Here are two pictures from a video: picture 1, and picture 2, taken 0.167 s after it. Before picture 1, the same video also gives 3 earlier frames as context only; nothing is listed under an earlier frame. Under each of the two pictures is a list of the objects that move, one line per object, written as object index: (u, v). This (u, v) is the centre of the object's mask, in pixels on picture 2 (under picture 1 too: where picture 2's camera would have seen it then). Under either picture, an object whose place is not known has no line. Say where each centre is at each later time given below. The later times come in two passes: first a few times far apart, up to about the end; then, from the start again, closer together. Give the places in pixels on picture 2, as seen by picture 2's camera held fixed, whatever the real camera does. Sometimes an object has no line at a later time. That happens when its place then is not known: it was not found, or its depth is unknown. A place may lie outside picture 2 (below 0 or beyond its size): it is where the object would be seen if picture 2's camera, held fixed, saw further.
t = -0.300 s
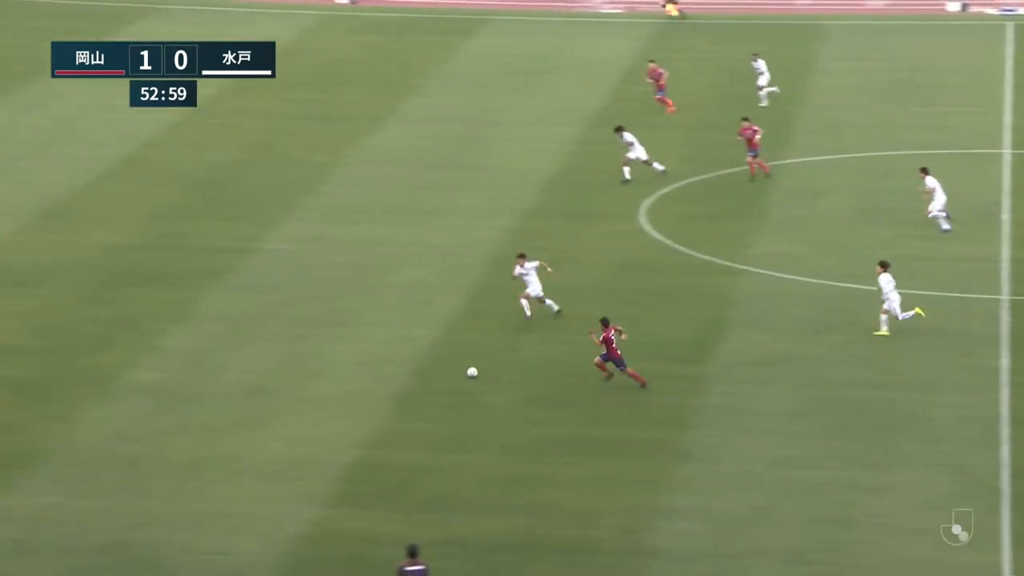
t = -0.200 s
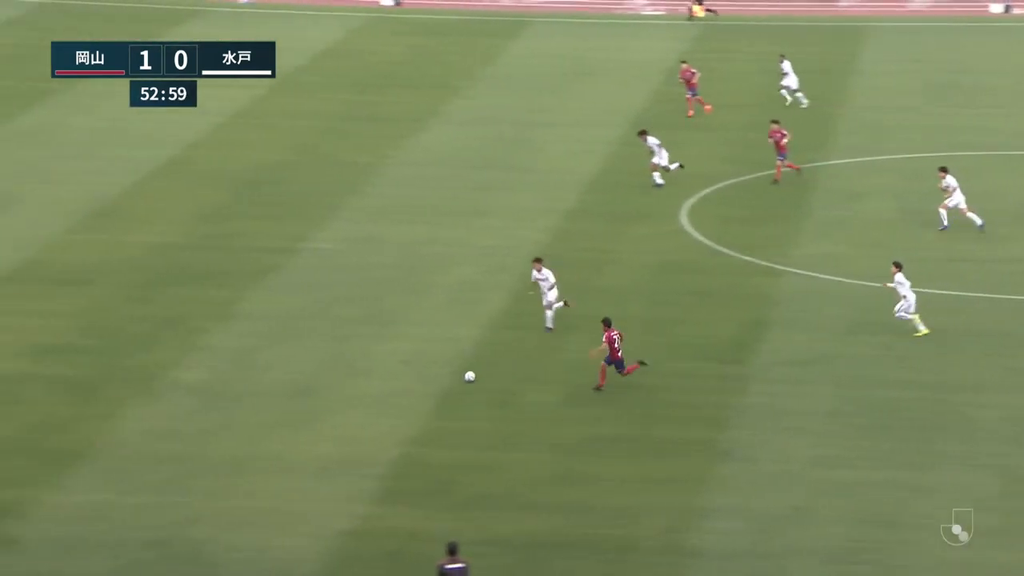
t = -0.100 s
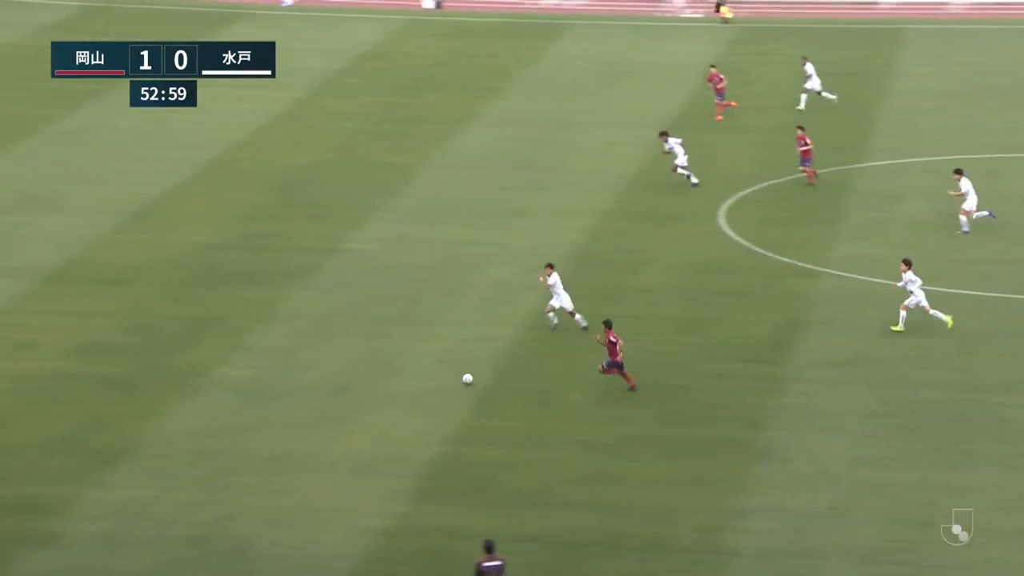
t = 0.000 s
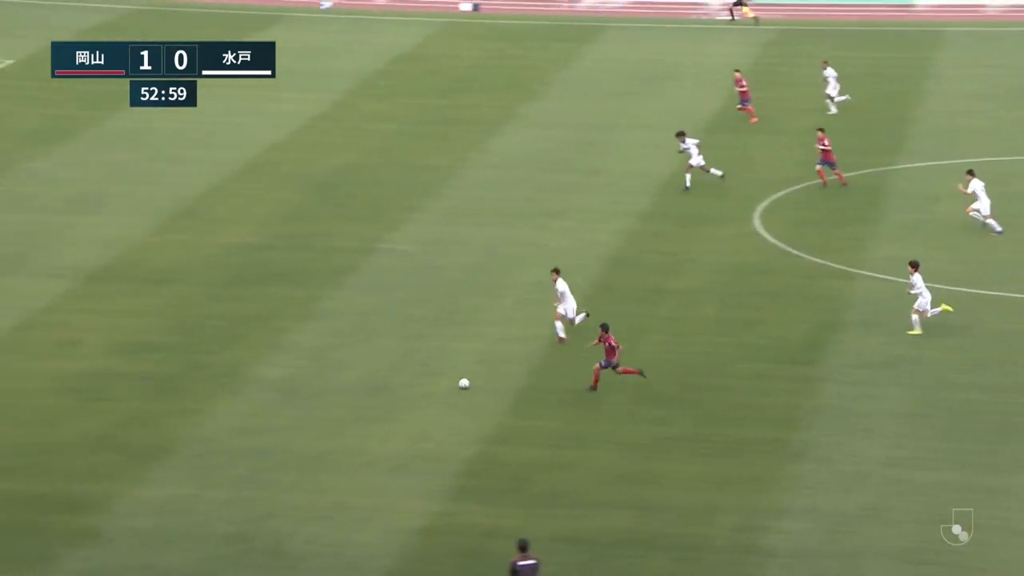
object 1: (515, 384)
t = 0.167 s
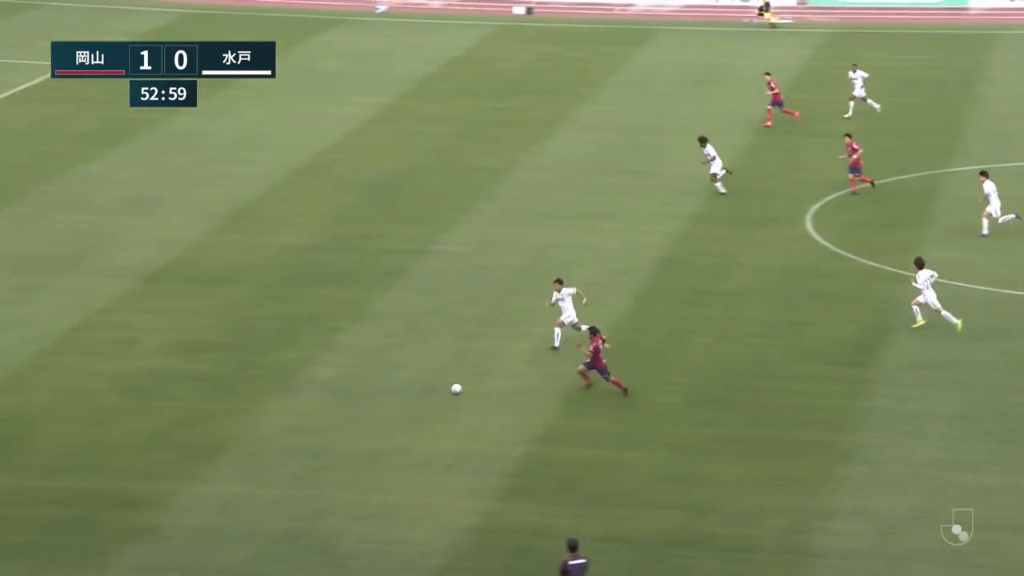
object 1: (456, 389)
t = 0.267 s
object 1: (424, 392)
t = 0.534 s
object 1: (337, 400)
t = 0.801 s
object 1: (254, 409)
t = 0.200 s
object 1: (445, 390)
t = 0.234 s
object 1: (434, 391)
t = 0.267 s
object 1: (424, 392)
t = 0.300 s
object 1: (413, 393)
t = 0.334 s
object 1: (401, 394)
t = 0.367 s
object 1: (391, 395)
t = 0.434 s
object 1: (369, 396)
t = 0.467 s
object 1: (359, 397)
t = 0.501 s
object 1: (348, 399)
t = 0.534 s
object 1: (337, 400)
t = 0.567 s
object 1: (327, 401)
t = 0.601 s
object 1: (316, 402)
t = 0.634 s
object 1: (306, 403)
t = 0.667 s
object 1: (297, 404)
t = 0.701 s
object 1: (285, 405)
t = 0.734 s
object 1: (276, 406)
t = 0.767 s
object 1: (266, 408)
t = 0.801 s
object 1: (254, 409)
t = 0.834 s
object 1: (245, 409)
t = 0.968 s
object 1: (207, 413)
